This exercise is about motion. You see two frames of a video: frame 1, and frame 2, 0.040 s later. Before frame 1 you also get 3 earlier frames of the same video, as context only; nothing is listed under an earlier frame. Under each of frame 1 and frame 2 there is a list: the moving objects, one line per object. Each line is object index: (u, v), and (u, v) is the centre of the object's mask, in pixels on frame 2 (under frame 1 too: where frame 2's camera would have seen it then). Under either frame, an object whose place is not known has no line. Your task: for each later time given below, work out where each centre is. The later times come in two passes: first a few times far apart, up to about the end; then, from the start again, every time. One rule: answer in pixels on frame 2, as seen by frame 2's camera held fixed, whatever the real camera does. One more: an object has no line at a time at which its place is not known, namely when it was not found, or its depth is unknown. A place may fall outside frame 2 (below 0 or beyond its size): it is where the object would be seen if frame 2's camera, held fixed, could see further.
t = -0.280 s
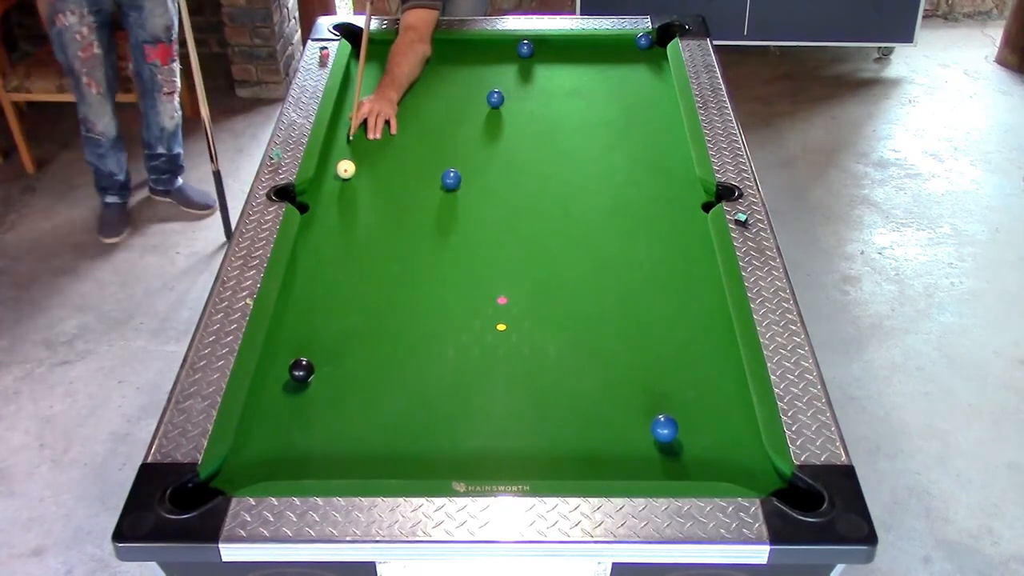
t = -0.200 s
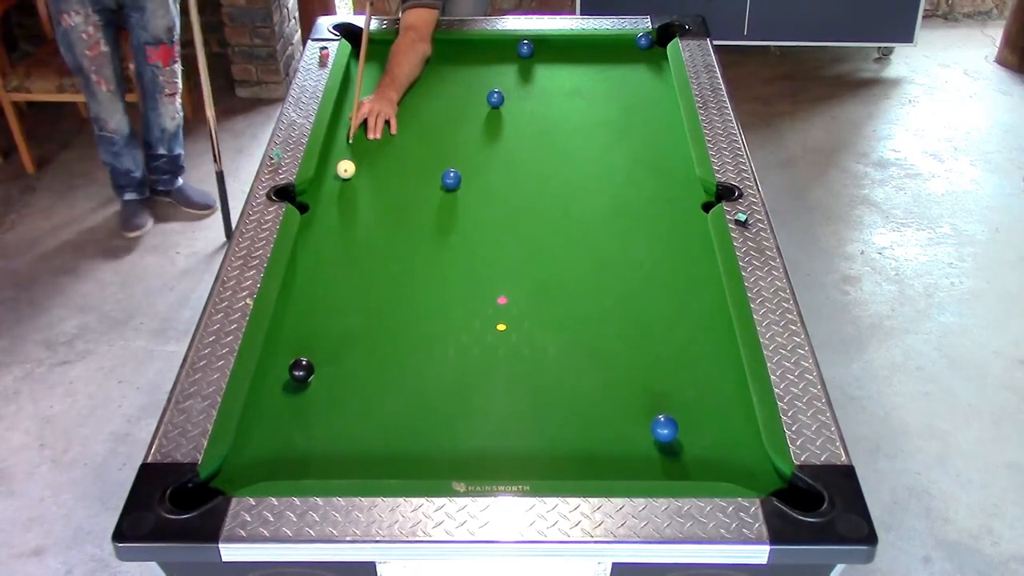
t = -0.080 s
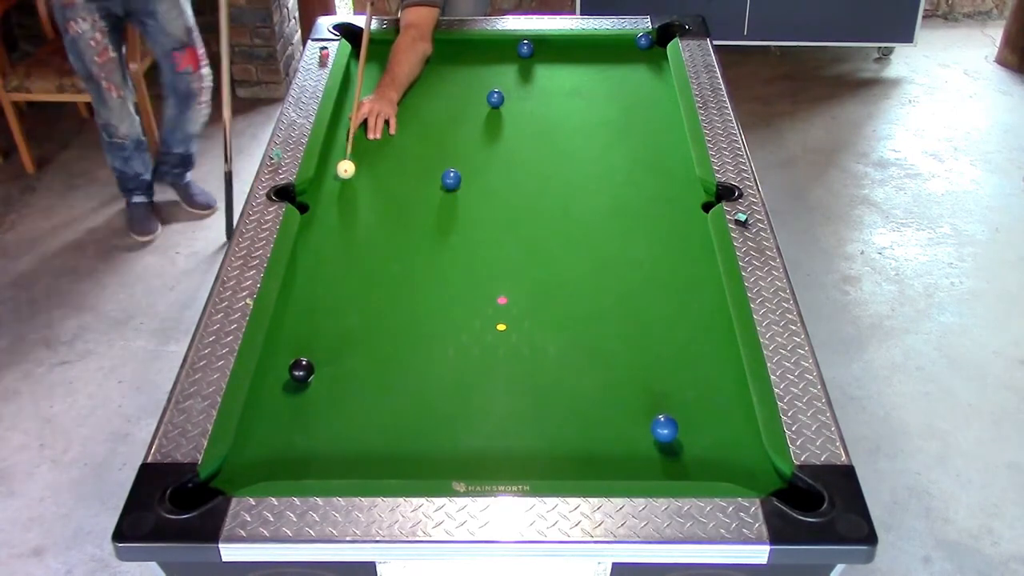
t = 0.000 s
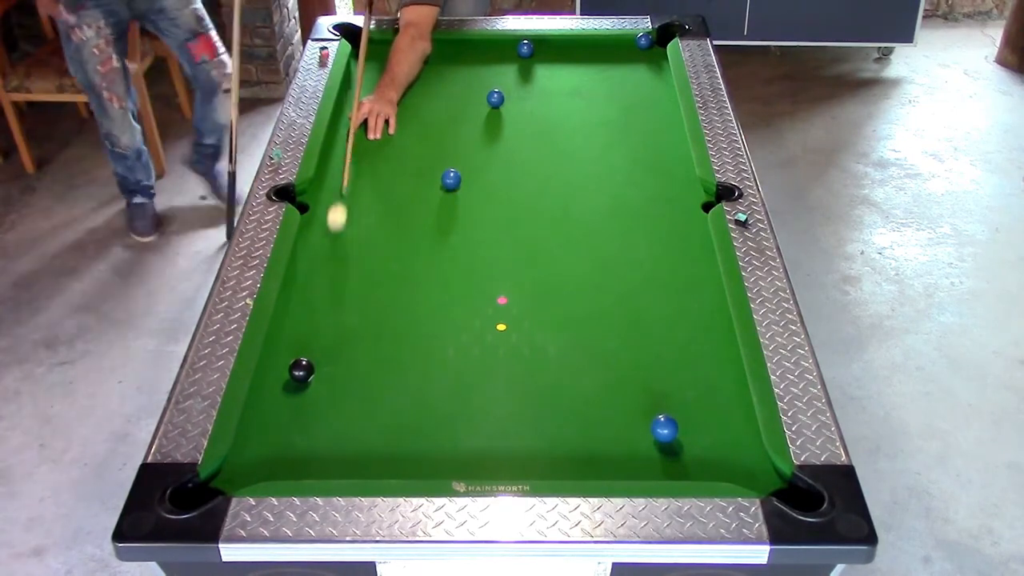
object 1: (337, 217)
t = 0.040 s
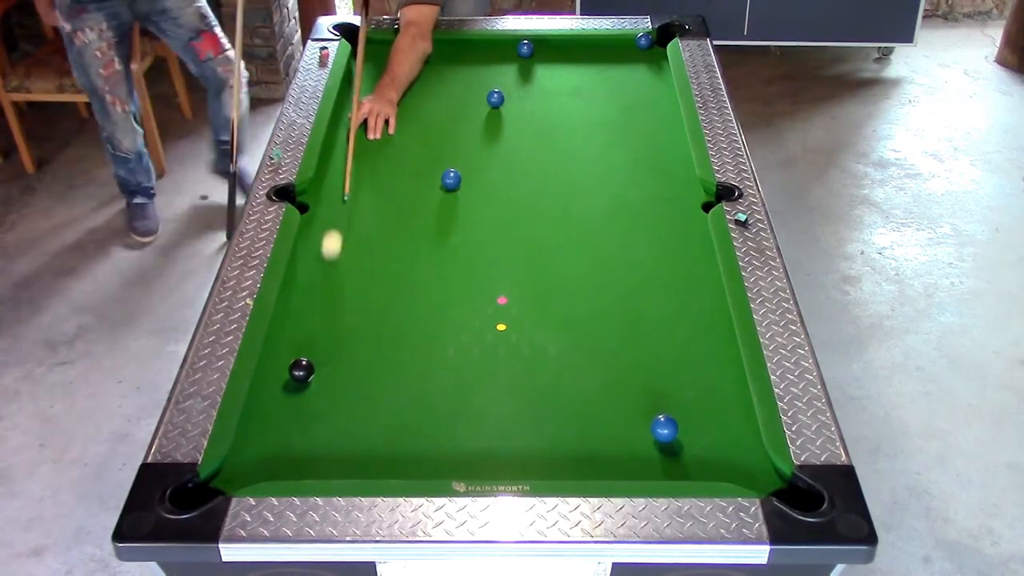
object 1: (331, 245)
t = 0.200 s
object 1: (315, 354)
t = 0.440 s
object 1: (376, 383)
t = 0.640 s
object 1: (421, 423)
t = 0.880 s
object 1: (478, 470)
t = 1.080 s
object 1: (513, 450)
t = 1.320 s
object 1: (551, 419)
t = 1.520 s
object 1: (578, 395)
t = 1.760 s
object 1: (608, 371)
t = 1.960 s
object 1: (629, 352)
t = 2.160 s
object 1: (649, 336)
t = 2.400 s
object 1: (670, 318)
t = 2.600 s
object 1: (685, 306)
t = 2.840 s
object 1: (701, 292)
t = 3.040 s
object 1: (711, 282)
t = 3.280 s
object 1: (701, 275)
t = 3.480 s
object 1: (694, 271)
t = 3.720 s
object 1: (687, 266)
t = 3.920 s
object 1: (685, 263)
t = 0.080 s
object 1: (326, 273)
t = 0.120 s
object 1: (321, 302)
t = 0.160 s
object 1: (315, 332)
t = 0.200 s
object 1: (315, 354)
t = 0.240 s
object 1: (327, 356)
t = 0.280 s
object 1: (338, 359)
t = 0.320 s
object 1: (348, 363)
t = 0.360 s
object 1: (358, 368)
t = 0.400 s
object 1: (367, 375)
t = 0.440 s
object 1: (376, 383)
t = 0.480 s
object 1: (384, 391)
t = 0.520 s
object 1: (393, 399)
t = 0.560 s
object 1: (402, 407)
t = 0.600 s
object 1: (411, 415)
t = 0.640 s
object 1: (421, 423)
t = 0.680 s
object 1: (430, 432)
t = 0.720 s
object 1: (439, 440)
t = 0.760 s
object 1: (449, 449)
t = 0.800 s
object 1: (459, 457)
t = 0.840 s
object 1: (468, 464)
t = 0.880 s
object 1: (478, 470)
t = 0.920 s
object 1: (487, 469)
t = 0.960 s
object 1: (494, 465)
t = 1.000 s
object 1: (500, 460)
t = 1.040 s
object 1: (507, 454)
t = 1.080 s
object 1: (513, 450)
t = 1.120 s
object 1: (520, 444)
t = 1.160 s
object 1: (526, 439)
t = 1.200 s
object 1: (533, 434)
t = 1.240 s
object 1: (539, 429)
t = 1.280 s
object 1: (545, 423)
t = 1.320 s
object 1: (551, 419)
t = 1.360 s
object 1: (556, 414)
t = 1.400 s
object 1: (562, 409)
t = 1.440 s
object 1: (568, 404)
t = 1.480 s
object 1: (573, 400)
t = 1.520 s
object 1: (578, 395)
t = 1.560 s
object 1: (583, 391)
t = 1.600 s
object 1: (589, 387)
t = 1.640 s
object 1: (594, 383)
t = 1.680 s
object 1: (598, 379)
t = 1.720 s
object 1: (603, 375)
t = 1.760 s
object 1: (608, 371)
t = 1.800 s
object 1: (613, 366)
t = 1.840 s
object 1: (617, 363)
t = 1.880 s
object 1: (621, 359)
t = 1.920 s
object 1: (626, 356)
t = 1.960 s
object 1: (629, 352)
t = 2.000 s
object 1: (634, 349)
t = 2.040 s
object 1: (638, 345)
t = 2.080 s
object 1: (641, 342)
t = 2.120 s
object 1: (645, 339)
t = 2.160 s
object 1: (649, 336)
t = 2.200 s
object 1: (653, 333)
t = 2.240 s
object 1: (656, 329)
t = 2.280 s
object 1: (660, 326)
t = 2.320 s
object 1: (663, 324)
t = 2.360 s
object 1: (667, 321)
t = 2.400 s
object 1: (670, 318)
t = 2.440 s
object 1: (673, 316)
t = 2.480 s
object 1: (676, 313)
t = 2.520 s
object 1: (679, 311)
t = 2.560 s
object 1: (682, 308)
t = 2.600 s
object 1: (685, 306)
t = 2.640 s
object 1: (688, 303)
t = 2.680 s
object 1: (691, 301)
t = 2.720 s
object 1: (694, 299)
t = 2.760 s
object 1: (696, 296)
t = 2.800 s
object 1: (699, 294)
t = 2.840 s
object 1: (701, 292)
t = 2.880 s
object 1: (704, 290)
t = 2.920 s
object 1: (706, 288)
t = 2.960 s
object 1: (709, 286)
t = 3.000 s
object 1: (711, 284)
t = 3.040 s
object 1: (711, 282)
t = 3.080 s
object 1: (710, 281)
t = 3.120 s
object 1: (708, 280)
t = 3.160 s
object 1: (706, 279)
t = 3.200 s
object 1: (704, 277)
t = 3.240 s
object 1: (703, 276)
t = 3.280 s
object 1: (701, 275)
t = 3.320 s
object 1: (699, 274)
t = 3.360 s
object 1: (698, 273)
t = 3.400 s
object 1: (696, 272)
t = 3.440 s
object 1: (695, 271)
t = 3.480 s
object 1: (694, 271)
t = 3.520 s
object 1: (693, 270)
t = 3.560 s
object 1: (691, 269)
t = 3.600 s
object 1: (690, 268)
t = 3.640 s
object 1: (689, 268)
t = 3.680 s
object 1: (688, 267)
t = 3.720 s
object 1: (687, 266)
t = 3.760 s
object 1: (687, 265)
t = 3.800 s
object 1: (686, 265)
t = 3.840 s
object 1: (686, 264)
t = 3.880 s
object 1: (685, 264)
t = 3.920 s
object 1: (685, 263)
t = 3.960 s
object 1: (685, 263)
